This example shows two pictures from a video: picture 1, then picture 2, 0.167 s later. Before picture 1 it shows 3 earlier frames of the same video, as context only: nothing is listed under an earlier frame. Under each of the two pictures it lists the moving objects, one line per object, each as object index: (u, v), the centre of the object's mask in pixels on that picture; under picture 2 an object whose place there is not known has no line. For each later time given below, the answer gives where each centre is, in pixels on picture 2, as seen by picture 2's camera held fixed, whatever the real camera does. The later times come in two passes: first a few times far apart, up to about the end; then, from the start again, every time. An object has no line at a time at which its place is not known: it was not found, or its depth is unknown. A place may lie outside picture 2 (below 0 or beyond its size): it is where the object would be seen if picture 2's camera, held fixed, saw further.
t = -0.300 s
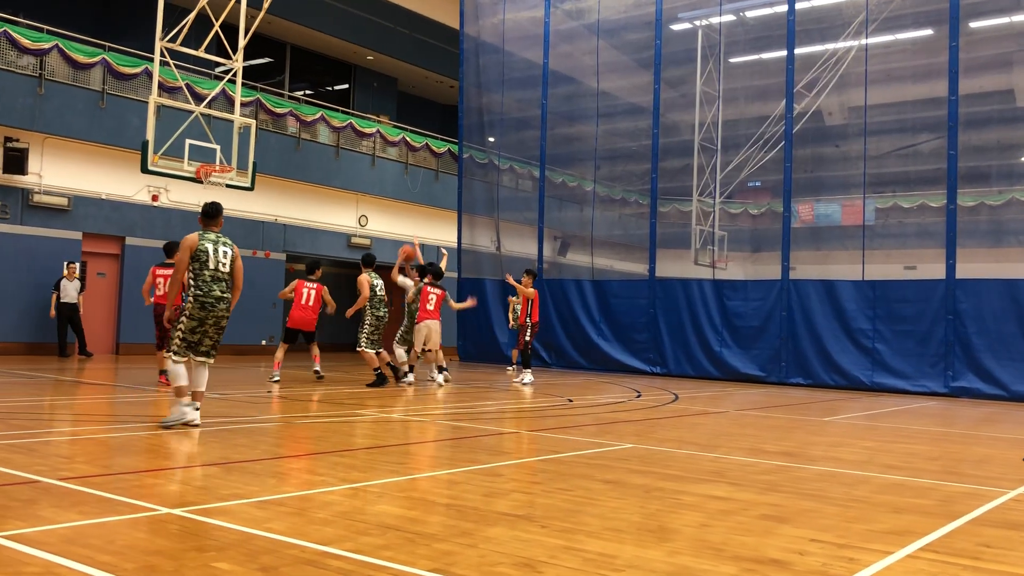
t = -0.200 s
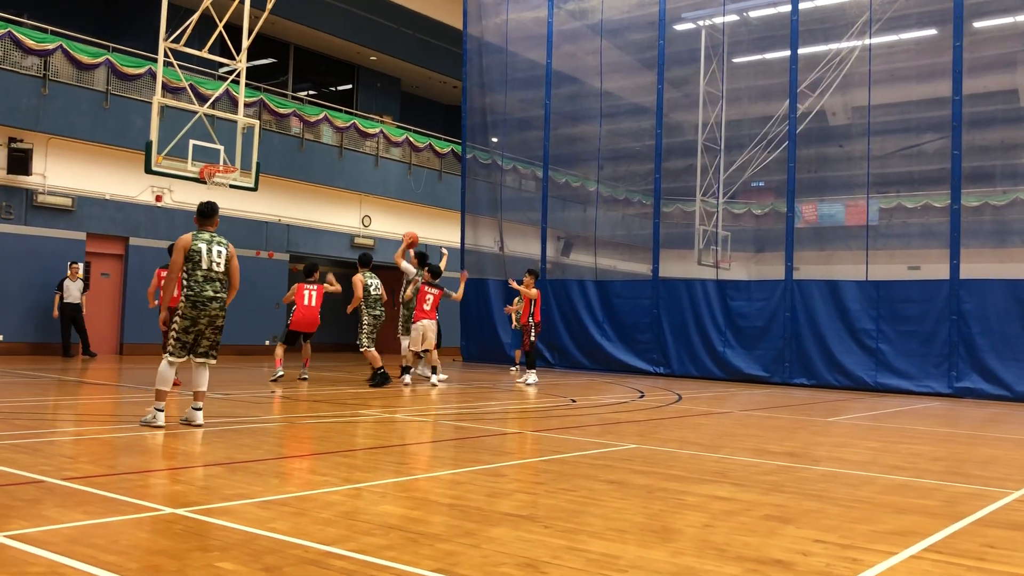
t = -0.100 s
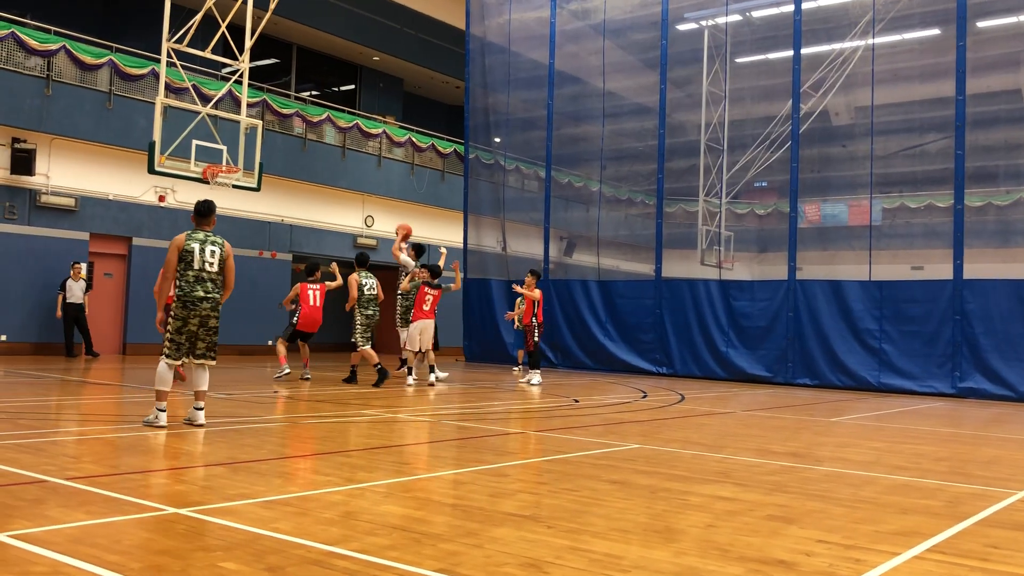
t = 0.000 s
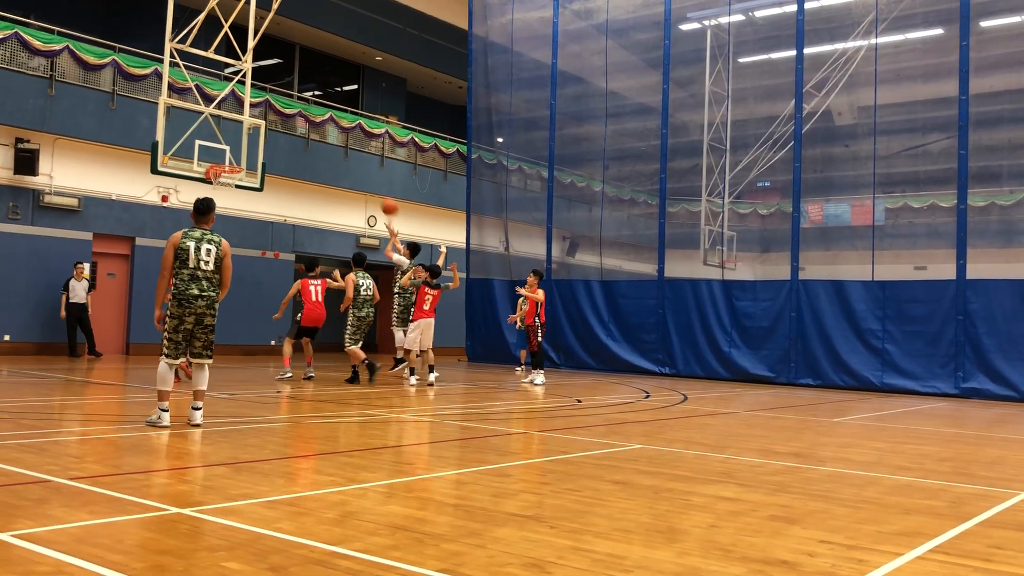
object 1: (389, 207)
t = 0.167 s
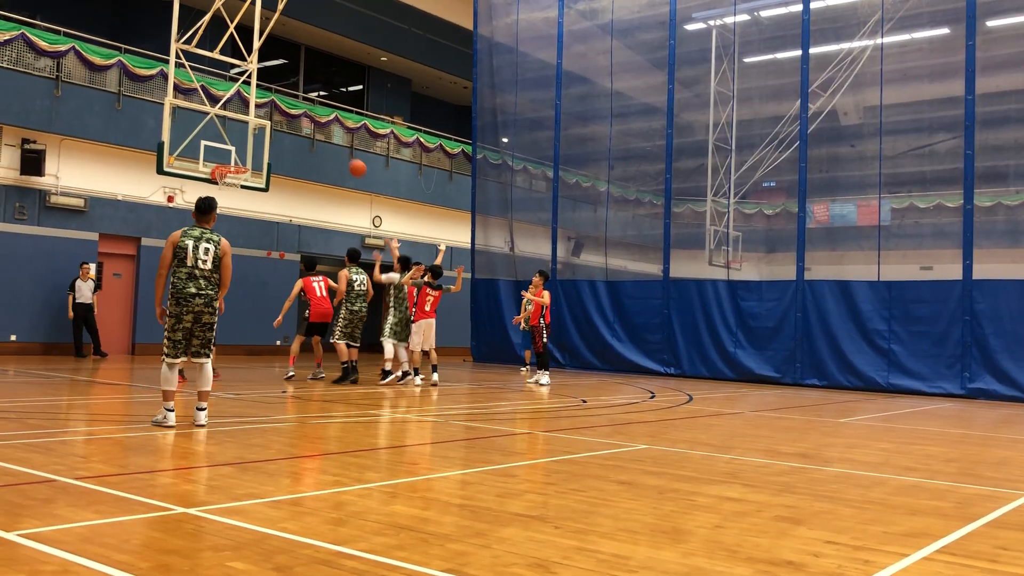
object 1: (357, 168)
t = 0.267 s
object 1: (335, 154)
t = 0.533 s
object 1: (277, 148)
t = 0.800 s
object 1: (227, 174)
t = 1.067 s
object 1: (230, 193)
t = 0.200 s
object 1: (350, 162)
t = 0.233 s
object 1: (342, 158)
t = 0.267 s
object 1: (335, 154)
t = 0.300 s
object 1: (327, 150)
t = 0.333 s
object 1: (320, 148)
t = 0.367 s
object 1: (313, 146)
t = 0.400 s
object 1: (306, 145)
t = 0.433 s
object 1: (298, 145)
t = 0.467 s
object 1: (291, 145)
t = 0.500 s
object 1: (284, 146)
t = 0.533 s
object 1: (277, 148)
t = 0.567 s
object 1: (270, 150)
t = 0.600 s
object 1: (262, 153)
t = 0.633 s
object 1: (254, 157)
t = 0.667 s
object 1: (247, 161)
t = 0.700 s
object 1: (241, 162)
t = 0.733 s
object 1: (234, 169)
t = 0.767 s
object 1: (229, 171)
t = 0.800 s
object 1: (227, 174)
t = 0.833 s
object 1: (222, 176)
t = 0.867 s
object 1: (220, 178)
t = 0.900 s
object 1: (221, 184)
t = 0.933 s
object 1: (222, 185)
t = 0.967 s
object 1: (224, 186)
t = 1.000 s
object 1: (226, 186)
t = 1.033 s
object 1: (228, 189)
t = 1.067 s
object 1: (230, 193)
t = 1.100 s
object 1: (232, 197)
